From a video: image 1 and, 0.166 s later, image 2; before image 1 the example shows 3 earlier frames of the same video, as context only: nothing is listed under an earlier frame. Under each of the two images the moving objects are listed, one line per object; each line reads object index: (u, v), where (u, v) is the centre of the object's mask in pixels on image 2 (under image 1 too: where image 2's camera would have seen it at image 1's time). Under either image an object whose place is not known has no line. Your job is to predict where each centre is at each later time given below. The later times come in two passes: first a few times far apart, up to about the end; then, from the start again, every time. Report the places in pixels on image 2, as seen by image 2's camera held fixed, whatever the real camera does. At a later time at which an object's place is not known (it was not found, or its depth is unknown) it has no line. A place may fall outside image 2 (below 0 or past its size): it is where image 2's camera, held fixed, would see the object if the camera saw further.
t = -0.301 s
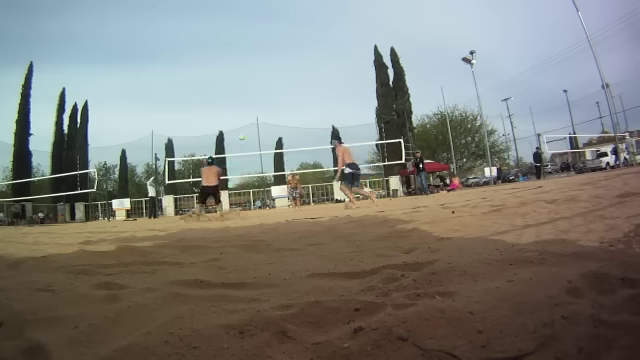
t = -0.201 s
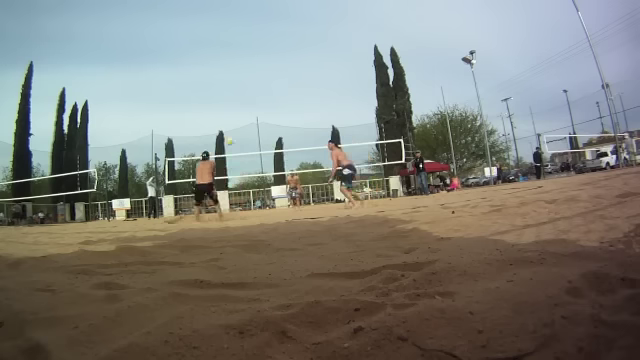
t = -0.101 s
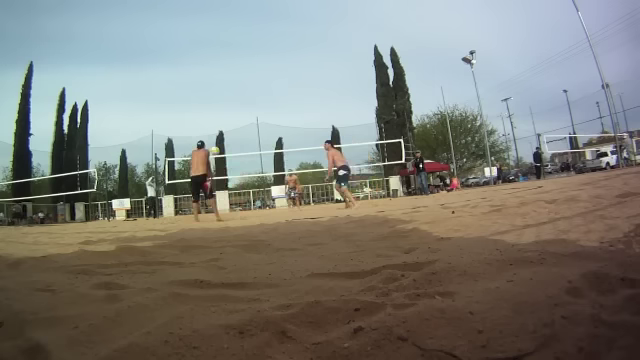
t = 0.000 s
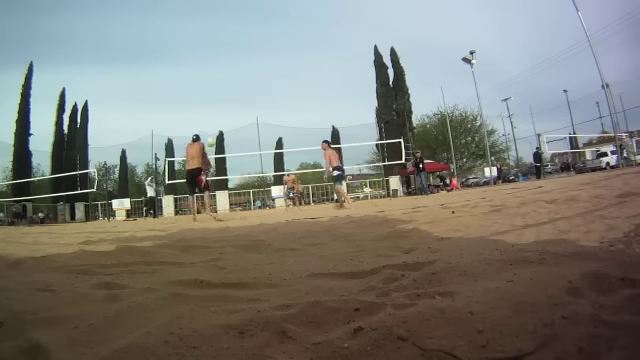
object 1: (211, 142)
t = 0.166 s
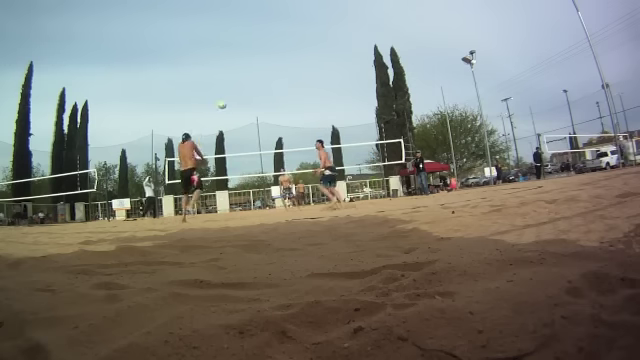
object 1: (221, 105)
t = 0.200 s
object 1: (224, 100)
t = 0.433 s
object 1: (240, 74)
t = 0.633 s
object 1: (252, 69)
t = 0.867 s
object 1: (266, 78)
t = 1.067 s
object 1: (279, 99)
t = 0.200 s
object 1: (224, 100)
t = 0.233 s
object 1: (227, 94)
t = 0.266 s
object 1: (229, 90)
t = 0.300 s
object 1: (231, 85)
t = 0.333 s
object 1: (233, 82)
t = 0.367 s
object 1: (235, 79)
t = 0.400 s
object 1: (237, 76)
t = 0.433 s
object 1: (240, 74)
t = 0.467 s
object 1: (242, 72)
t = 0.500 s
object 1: (244, 71)
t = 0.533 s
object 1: (246, 70)
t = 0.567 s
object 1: (248, 69)
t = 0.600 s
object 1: (250, 69)
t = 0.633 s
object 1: (252, 69)
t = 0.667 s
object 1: (254, 69)
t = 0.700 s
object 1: (256, 70)
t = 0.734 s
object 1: (258, 71)
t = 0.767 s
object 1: (260, 72)
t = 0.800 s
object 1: (262, 74)
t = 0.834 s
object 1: (264, 76)
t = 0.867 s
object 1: (266, 78)
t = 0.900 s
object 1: (268, 81)
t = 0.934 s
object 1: (270, 84)
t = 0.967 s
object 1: (273, 87)
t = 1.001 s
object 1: (275, 91)
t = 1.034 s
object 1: (277, 95)
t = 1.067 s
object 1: (279, 99)
